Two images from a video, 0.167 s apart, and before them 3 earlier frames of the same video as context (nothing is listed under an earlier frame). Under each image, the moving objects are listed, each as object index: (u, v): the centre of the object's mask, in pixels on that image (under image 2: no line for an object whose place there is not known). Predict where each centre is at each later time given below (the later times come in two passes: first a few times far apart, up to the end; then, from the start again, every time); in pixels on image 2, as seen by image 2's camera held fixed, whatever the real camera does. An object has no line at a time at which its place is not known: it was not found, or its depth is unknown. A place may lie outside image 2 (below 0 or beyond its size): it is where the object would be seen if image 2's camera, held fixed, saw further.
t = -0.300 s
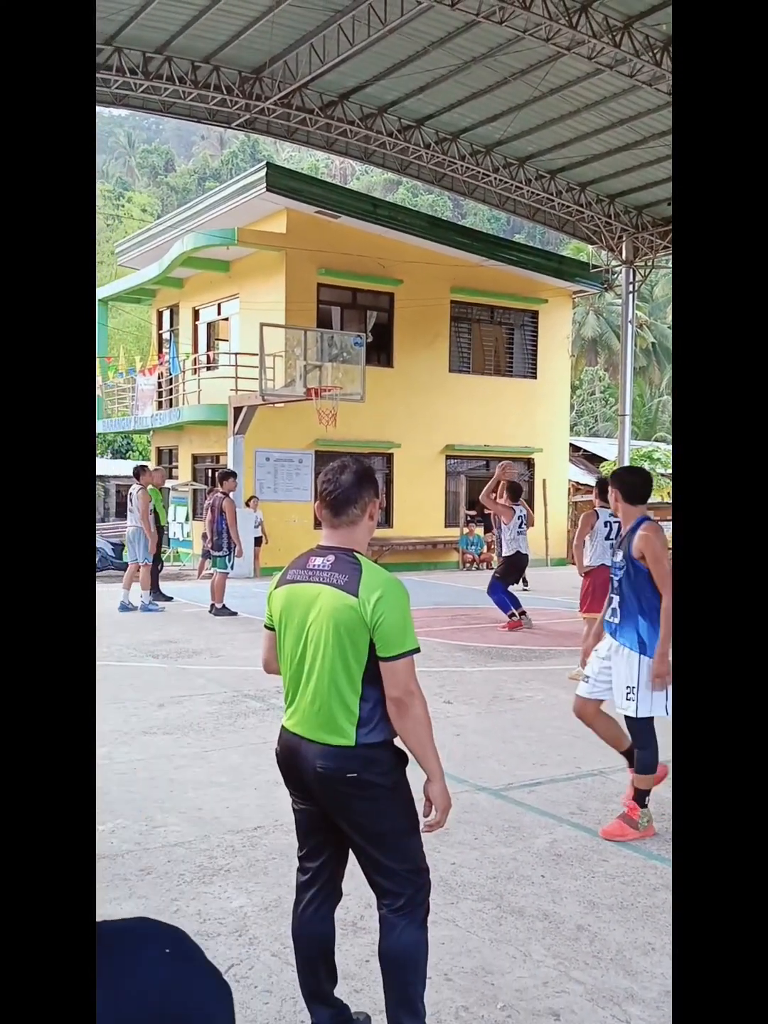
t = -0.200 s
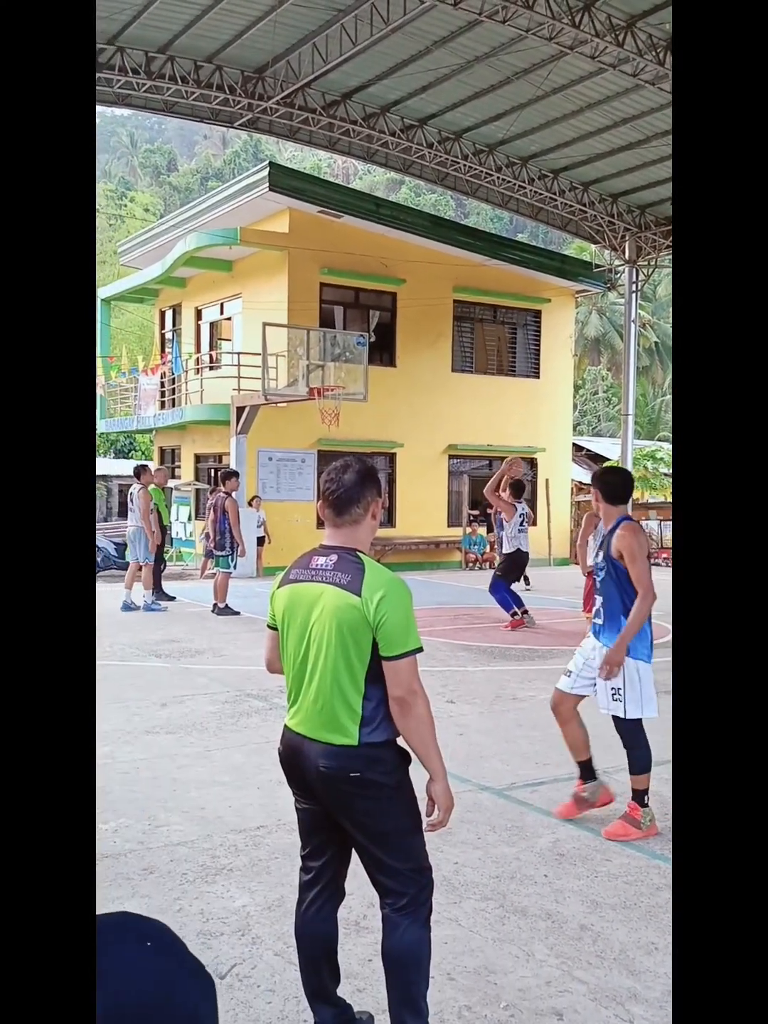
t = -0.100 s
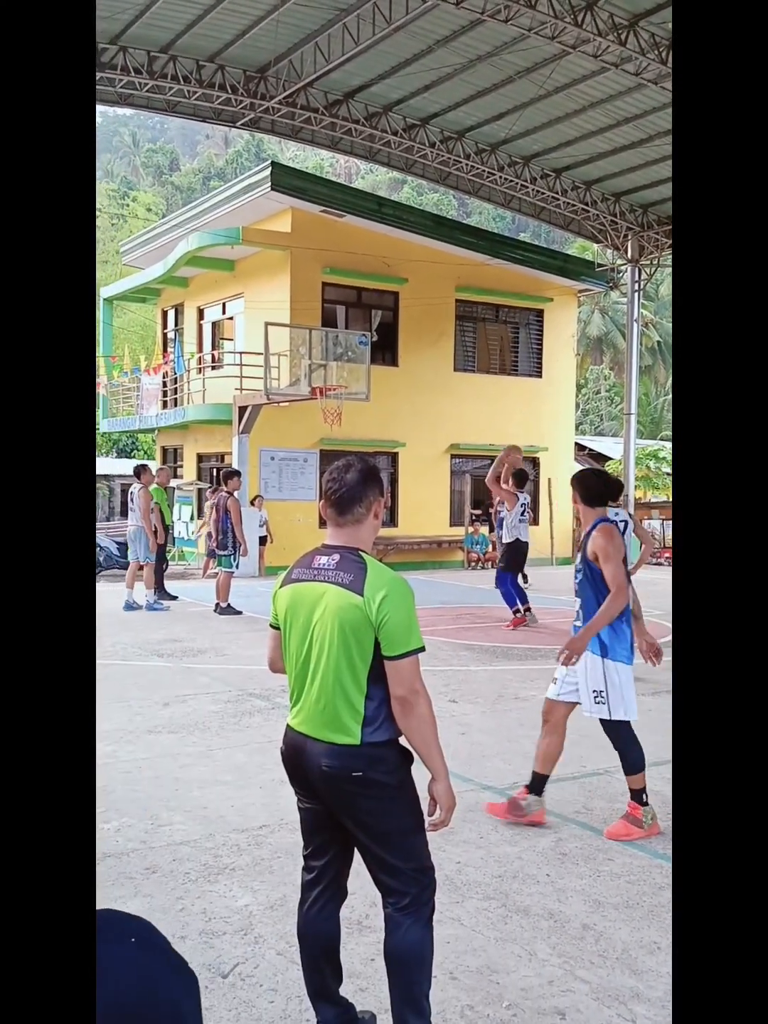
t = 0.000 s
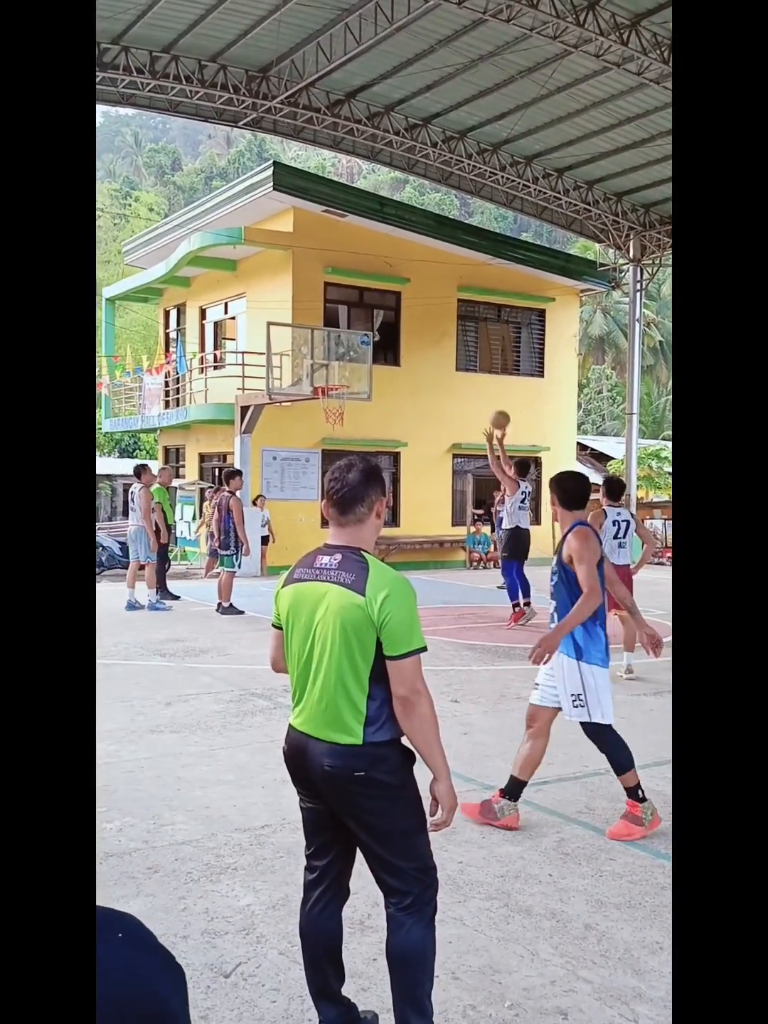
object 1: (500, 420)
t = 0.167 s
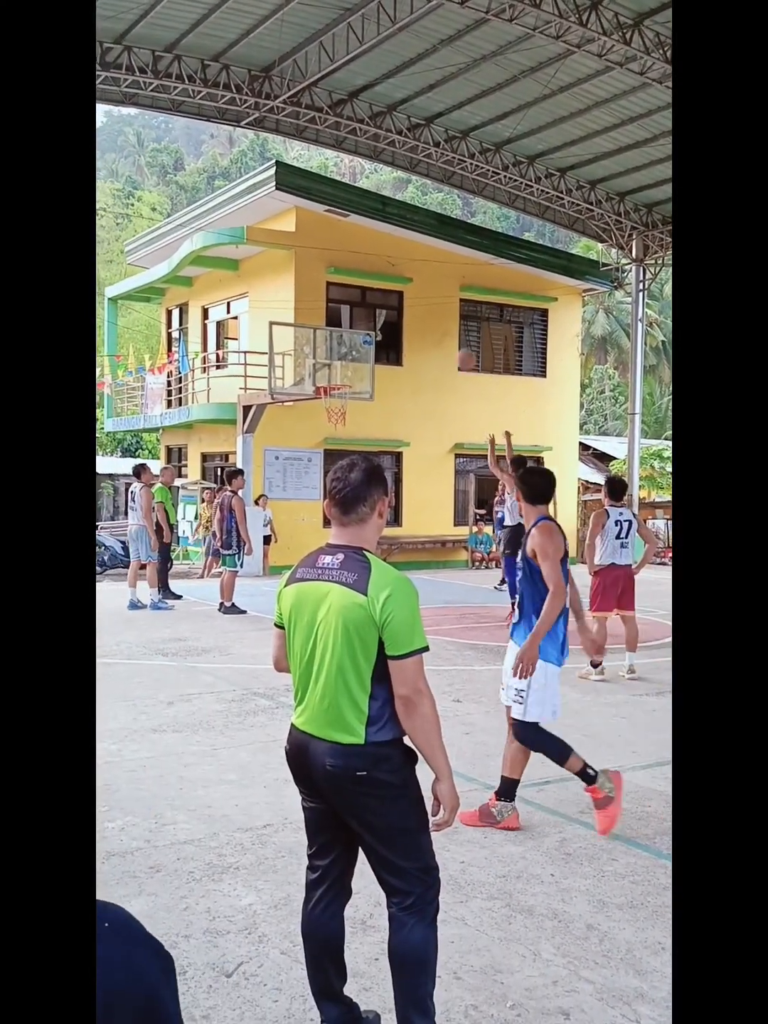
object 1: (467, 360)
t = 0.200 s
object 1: (459, 351)
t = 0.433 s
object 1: (414, 317)
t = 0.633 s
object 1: (379, 324)
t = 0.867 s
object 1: (342, 364)
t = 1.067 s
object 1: (325, 406)
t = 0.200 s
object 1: (459, 351)
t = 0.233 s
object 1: (452, 343)
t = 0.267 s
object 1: (447, 334)
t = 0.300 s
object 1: (439, 330)
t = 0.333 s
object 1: (433, 326)
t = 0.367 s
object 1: (428, 321)
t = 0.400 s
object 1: (420, 319)
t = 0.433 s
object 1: (414, 317)
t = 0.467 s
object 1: (408, 317)
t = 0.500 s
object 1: (402, 316)
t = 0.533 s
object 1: (396, 317)
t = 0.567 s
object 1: (390, 319)
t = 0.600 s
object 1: (385, 321)
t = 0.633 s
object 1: (379, 324)
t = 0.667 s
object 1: (374, 327)
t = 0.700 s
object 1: (368, 330)
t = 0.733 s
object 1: (363, 337)
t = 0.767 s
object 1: (357, 343)
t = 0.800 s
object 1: (353, 350)
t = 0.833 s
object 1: (347, 356)
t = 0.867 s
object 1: (342, 364)
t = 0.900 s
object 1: (338, 372)
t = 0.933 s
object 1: (334, 381)
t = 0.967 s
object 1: (331, 390)
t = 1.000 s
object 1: (324, 399)
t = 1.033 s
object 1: (324, 405)
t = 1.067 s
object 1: (325, 406)
